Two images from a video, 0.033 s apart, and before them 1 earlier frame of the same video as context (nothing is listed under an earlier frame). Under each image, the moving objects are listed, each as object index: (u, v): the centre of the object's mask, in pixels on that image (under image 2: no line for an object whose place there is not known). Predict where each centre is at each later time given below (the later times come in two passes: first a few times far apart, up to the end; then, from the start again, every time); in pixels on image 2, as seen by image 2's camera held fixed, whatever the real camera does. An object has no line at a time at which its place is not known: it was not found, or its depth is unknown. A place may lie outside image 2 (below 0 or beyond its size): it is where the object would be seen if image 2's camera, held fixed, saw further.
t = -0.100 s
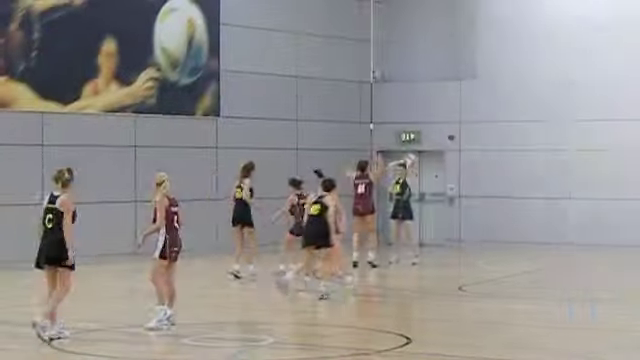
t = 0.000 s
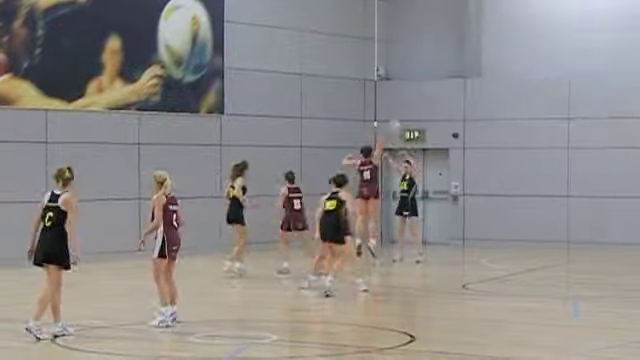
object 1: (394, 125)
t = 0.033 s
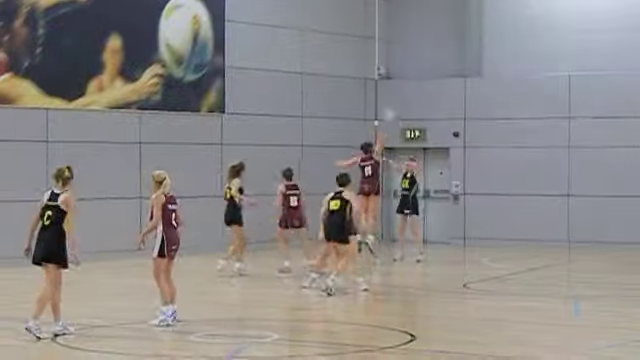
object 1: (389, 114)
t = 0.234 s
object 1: (353, 65)
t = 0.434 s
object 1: (314, 36)
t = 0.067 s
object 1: (381, 105)
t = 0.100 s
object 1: (374, 96)
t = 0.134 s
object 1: (368, 88)
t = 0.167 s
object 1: (363, 81)
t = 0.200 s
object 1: (357, 72)
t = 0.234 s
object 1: (353, 65)
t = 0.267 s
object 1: (344, 57)
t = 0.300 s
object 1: (338, 54)
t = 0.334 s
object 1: (333, 50)
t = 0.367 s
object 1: (324, 44)
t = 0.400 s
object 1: (319, 37)
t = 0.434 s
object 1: (314, 36)
